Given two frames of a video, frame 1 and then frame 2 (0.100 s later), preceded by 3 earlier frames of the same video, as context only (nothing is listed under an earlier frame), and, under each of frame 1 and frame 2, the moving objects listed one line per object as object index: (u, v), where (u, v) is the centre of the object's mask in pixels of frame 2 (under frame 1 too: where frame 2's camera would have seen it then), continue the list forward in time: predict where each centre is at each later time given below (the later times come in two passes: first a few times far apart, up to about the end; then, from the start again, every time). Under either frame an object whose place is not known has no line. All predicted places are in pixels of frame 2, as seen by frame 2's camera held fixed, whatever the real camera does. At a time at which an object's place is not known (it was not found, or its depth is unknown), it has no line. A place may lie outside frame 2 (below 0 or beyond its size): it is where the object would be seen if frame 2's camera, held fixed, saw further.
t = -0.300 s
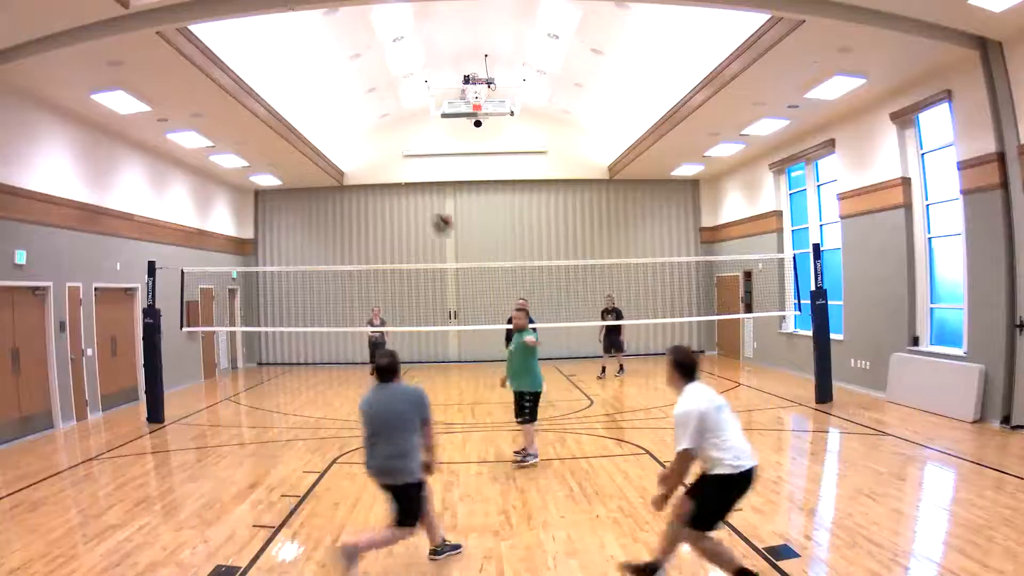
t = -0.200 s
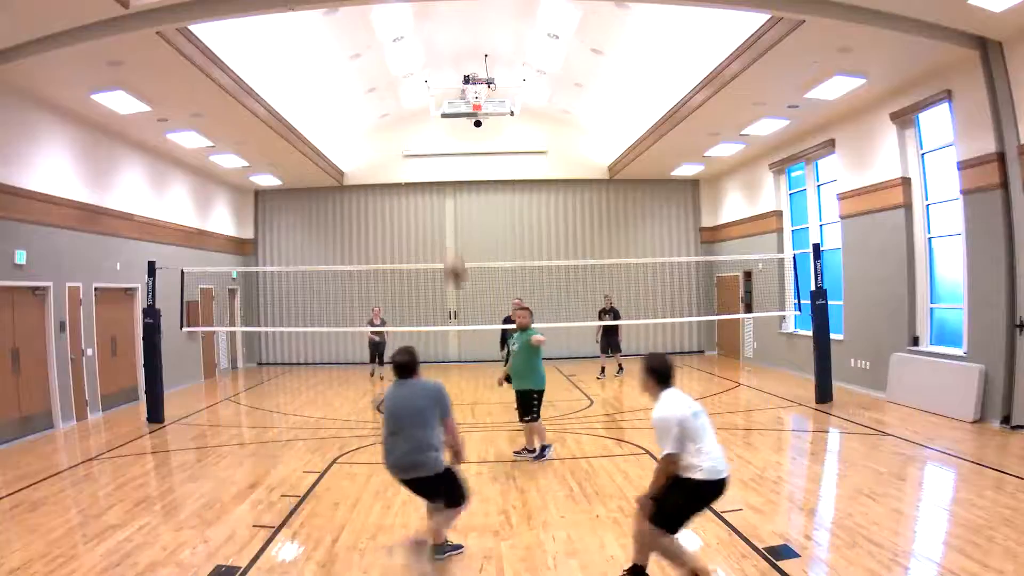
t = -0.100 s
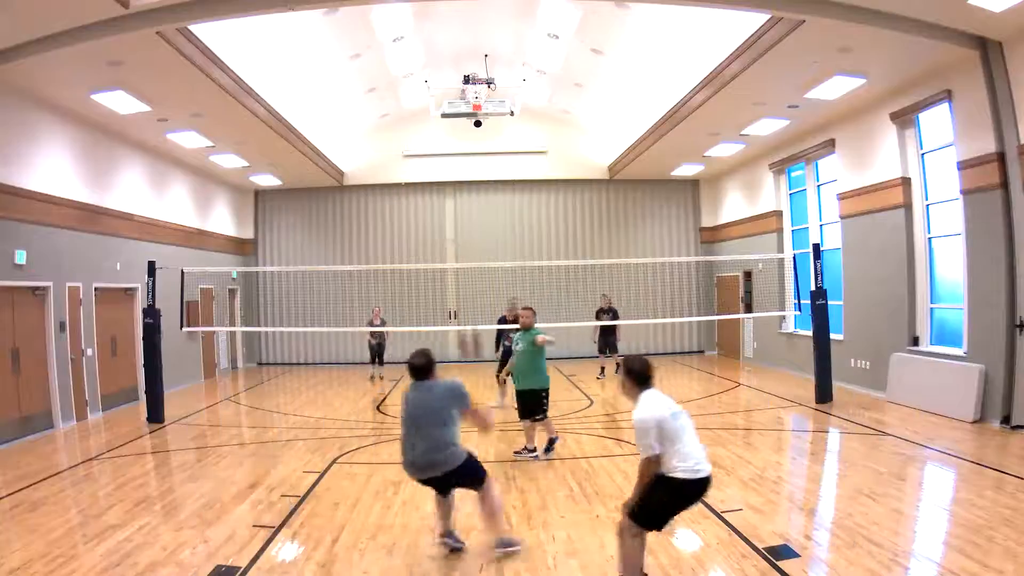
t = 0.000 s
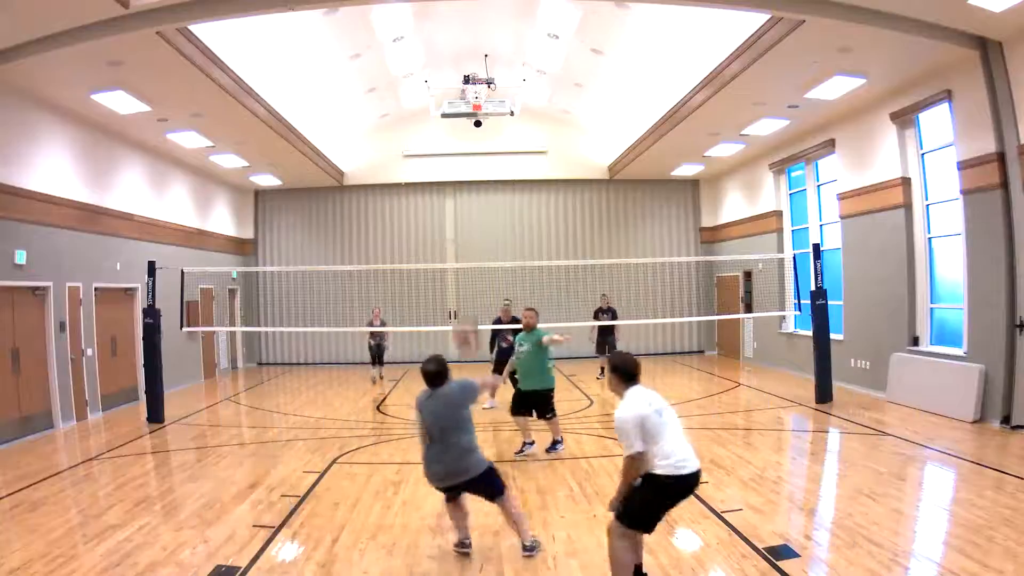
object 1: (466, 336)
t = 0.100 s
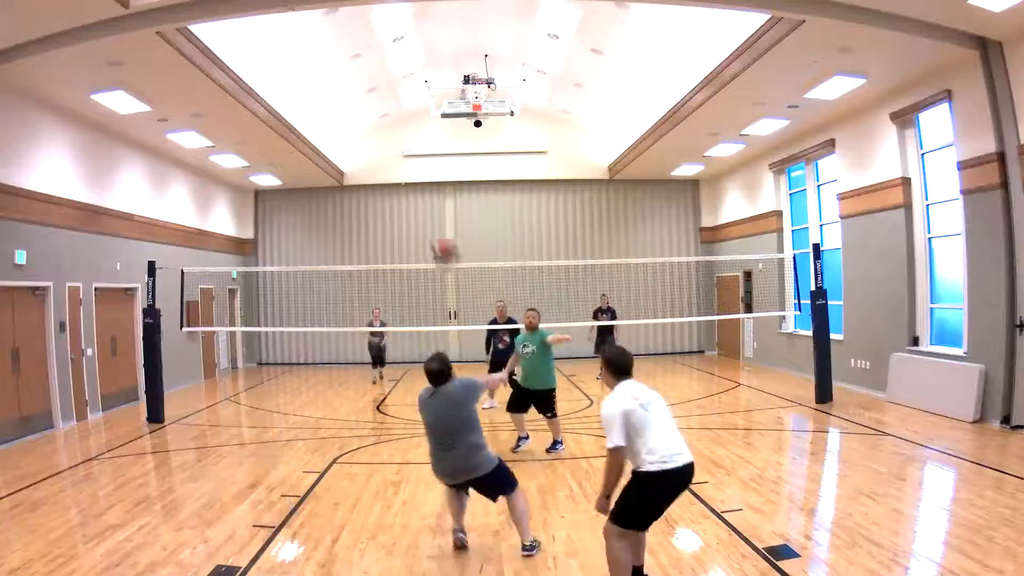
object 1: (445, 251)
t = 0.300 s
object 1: (409, 140)
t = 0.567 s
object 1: (371, 84)
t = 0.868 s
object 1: (333, 116)
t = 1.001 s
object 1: (315, 159)
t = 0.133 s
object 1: (438, 229)
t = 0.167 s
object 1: (432, 209)
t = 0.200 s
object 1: (426, 186)
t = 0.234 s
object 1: (420, 169)
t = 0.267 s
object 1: (414, 154)
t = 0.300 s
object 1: (409, 140)
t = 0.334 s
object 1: (404, 128)
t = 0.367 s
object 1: (399, 117)
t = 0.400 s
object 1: (394, 109)
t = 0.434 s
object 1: (389, 102)
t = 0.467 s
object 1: (385, 95)
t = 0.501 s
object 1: (380, 90)
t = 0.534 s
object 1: (376, 86)
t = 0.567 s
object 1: (371, 84)
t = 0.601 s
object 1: (367, 83)
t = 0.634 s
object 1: (362, 84)
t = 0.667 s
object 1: (358, 85)
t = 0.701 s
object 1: (354, 87)
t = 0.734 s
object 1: (349, 91)
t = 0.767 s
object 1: (345, 96)
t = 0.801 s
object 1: (341, 101)
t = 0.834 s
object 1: (337, 108)
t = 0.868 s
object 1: (333, 116)
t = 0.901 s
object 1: (329, 125)
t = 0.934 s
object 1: (325, 135)
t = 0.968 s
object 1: (319, 150)
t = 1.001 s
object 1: (315, 159)
